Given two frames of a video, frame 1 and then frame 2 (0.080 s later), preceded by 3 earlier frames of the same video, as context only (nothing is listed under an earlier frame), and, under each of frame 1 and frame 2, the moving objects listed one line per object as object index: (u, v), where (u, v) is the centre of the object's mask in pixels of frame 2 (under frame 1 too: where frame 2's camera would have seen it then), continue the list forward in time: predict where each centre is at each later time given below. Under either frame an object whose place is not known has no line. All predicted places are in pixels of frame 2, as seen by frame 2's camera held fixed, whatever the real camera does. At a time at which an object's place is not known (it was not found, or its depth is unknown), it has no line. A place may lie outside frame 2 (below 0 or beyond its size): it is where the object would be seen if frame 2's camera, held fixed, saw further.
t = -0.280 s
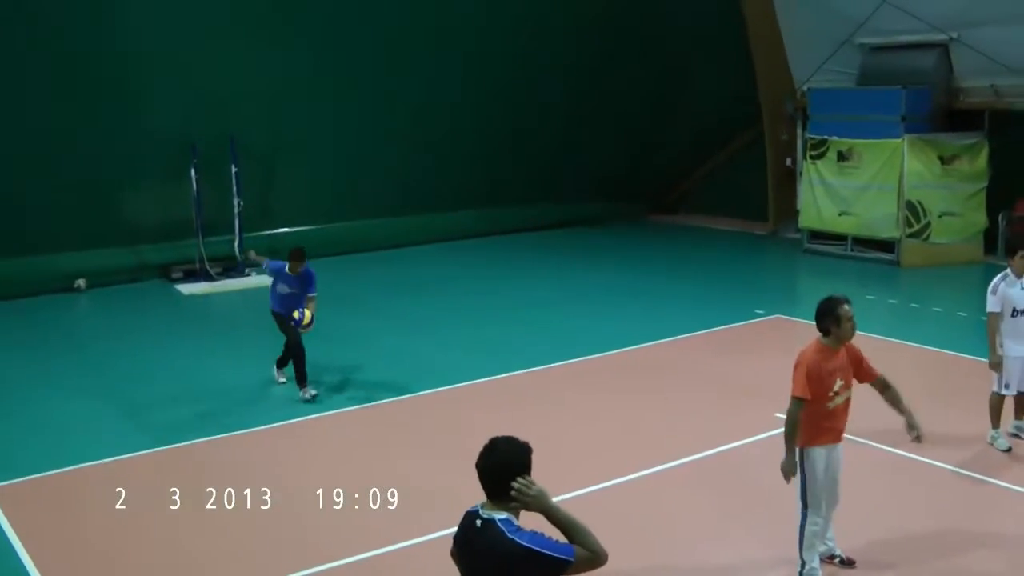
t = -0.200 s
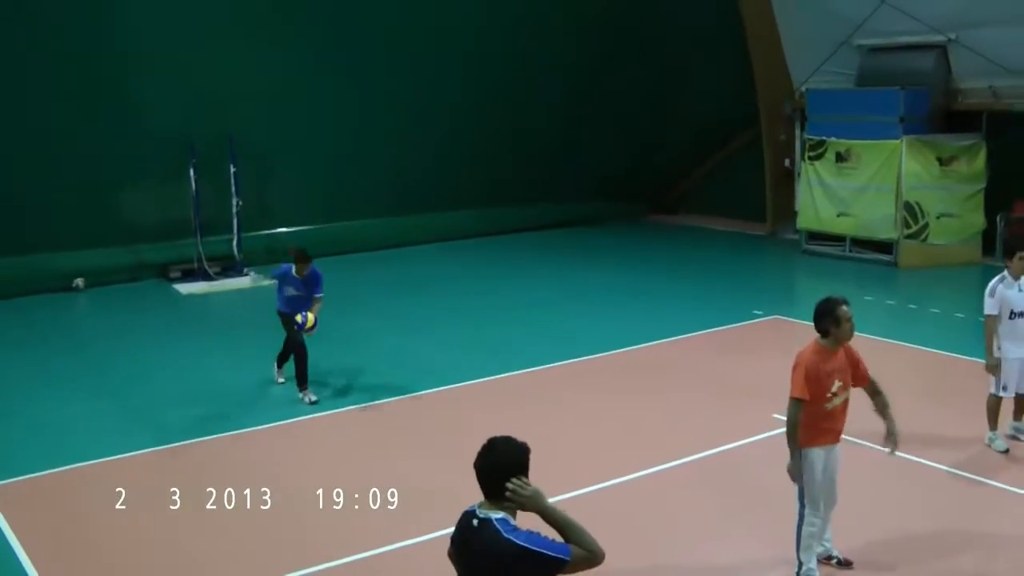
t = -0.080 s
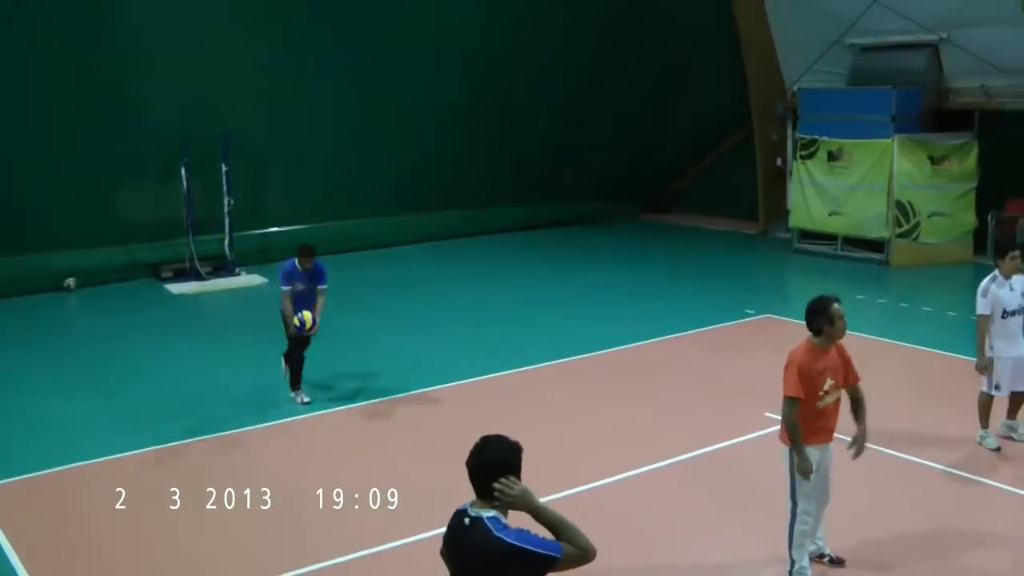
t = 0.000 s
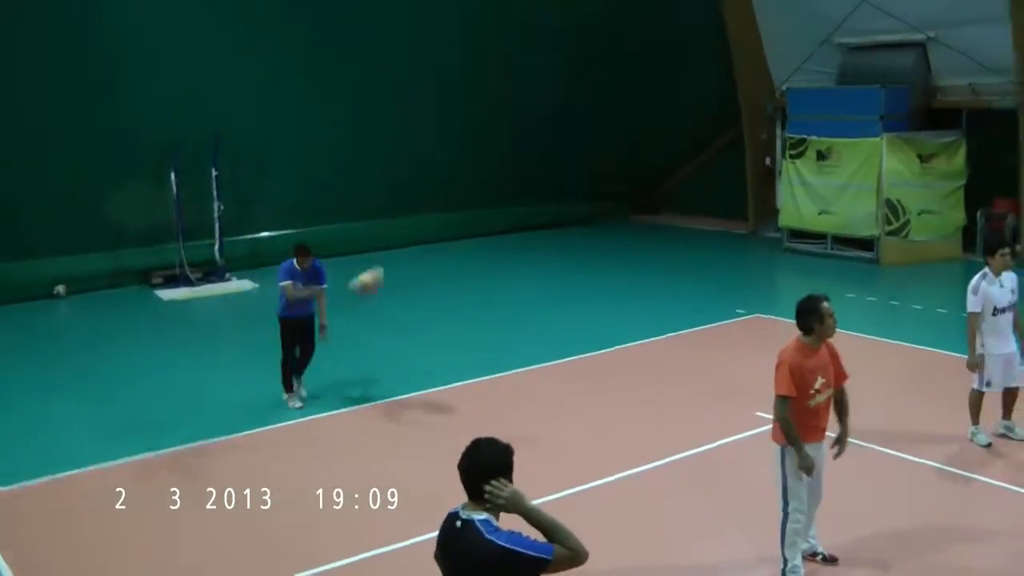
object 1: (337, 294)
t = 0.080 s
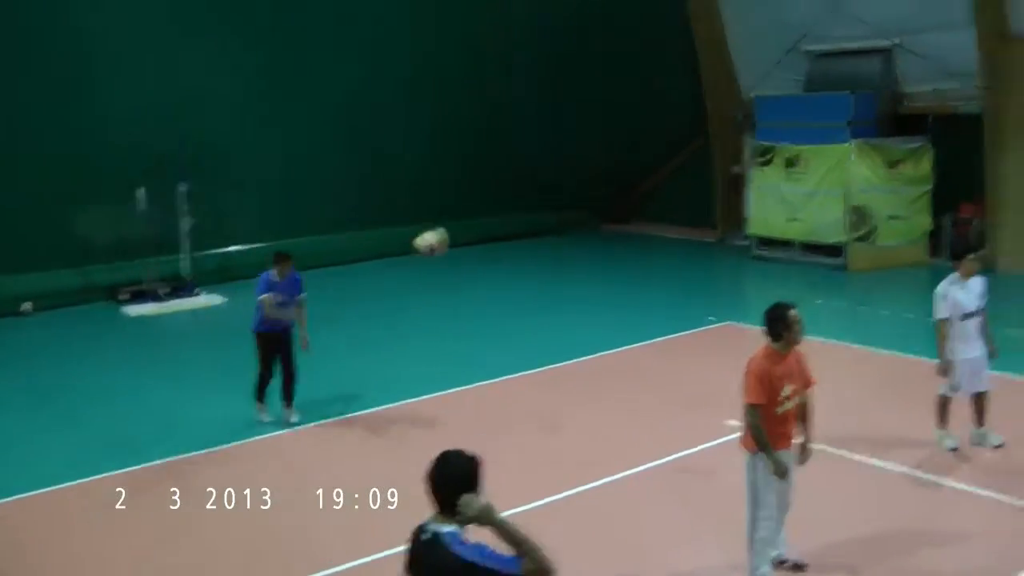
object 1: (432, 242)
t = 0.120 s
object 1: (482, 218)
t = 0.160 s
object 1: (534, 192)
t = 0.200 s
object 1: (588, 170)
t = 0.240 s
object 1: (649, 147)
